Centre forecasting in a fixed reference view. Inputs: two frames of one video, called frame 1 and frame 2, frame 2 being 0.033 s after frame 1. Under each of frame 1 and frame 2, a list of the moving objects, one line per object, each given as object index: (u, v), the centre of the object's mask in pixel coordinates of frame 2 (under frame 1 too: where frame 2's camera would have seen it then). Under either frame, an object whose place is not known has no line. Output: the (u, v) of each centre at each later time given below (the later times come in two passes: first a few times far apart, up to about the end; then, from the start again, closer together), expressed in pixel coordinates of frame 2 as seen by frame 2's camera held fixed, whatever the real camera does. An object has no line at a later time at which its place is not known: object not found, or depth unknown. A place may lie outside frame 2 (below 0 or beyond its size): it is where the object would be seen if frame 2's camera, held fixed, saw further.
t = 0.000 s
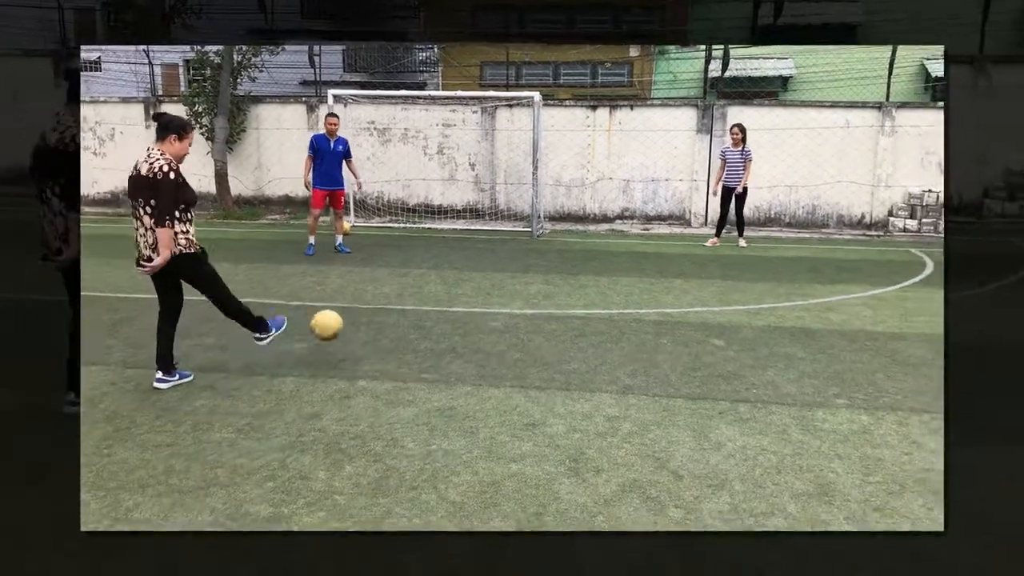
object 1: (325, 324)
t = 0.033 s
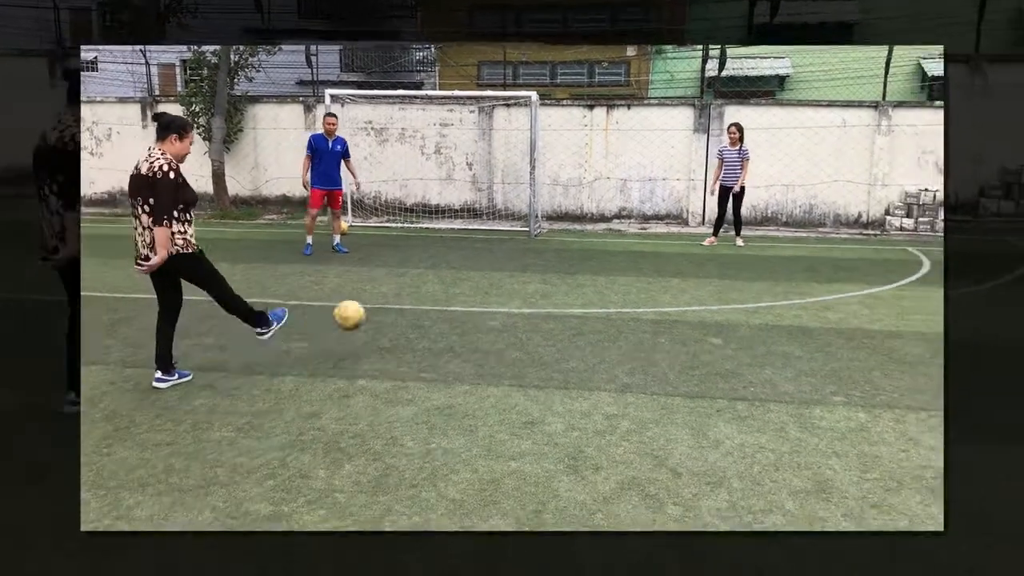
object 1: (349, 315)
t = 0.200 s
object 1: (452, 296)
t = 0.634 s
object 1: (601, 285)
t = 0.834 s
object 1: (643, 279)
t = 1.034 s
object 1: (681, 272)
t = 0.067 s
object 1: (371, 308)
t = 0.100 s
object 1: (394, 302)
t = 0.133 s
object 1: (414, 298)
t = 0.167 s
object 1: (434, 297)
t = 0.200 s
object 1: (452, 296)
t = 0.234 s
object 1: (470, 297)
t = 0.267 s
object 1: (486, 300)
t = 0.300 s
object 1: (502, 303)
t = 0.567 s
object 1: (586, 290)
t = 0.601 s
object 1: (593, 287)
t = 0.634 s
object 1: (601, 285)
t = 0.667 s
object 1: (608, 285)
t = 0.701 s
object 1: (616, 284)
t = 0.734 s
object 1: (622, 282)
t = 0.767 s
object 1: (630, 282)
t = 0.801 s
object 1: (637, 280)
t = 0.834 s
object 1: (643, 279)
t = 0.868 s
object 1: (649, 278)
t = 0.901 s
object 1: (656, 277)
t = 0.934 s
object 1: (662, 276)
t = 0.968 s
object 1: (668, 275)
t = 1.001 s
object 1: (675, 273)
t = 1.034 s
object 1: (681, 272)
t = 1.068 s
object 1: (686, 271)
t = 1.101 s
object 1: (692, 270)
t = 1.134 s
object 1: (697, 269)
